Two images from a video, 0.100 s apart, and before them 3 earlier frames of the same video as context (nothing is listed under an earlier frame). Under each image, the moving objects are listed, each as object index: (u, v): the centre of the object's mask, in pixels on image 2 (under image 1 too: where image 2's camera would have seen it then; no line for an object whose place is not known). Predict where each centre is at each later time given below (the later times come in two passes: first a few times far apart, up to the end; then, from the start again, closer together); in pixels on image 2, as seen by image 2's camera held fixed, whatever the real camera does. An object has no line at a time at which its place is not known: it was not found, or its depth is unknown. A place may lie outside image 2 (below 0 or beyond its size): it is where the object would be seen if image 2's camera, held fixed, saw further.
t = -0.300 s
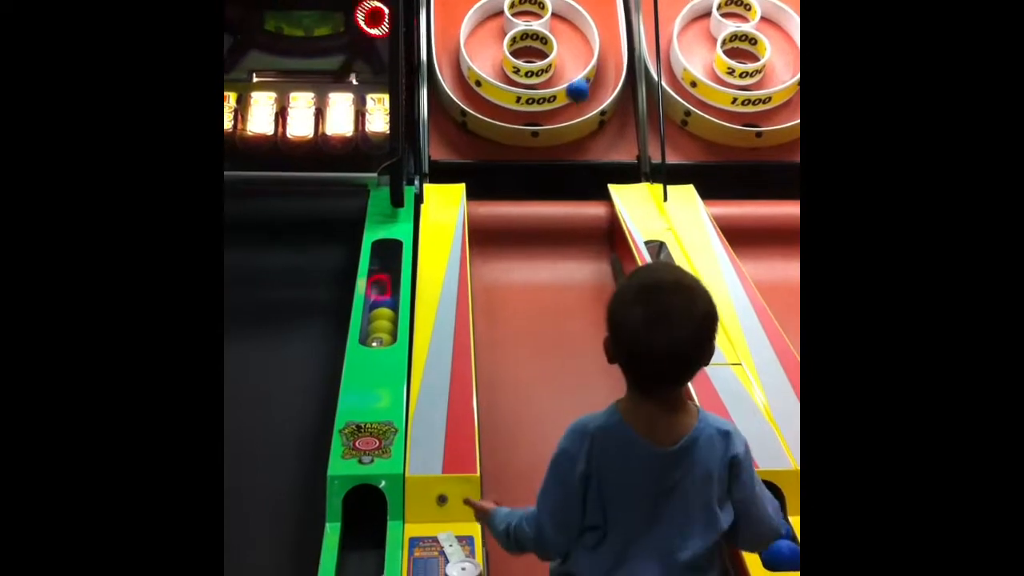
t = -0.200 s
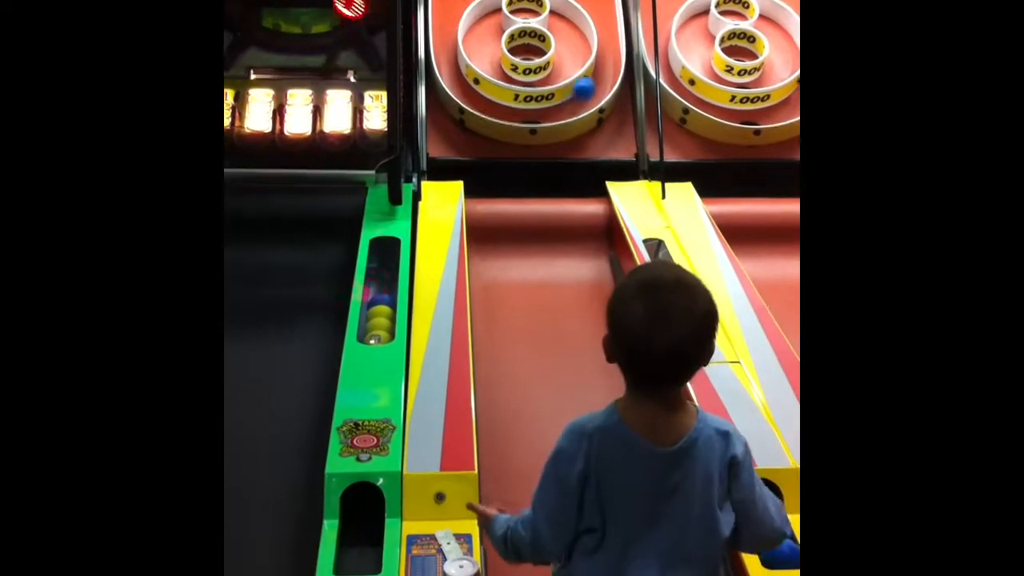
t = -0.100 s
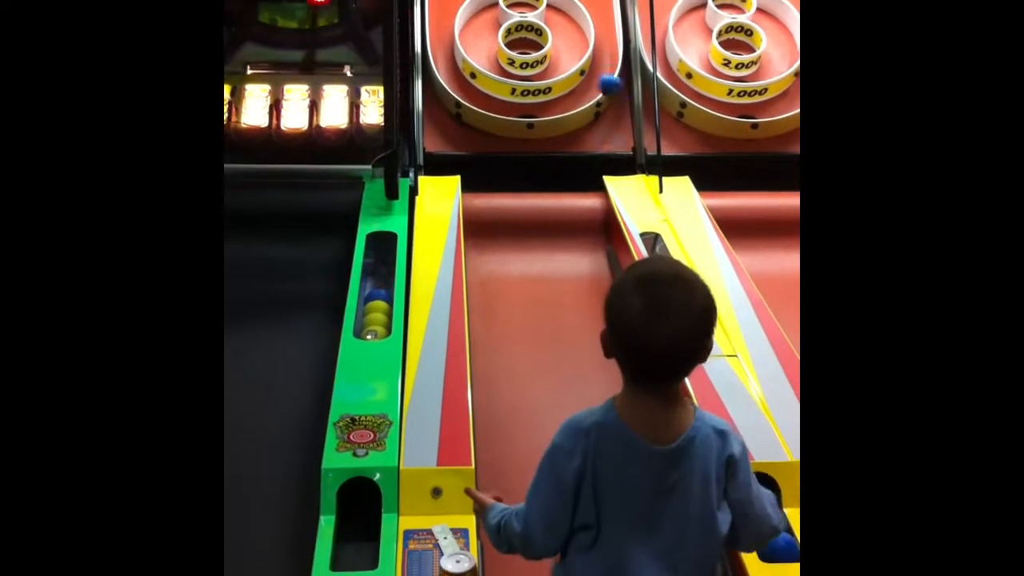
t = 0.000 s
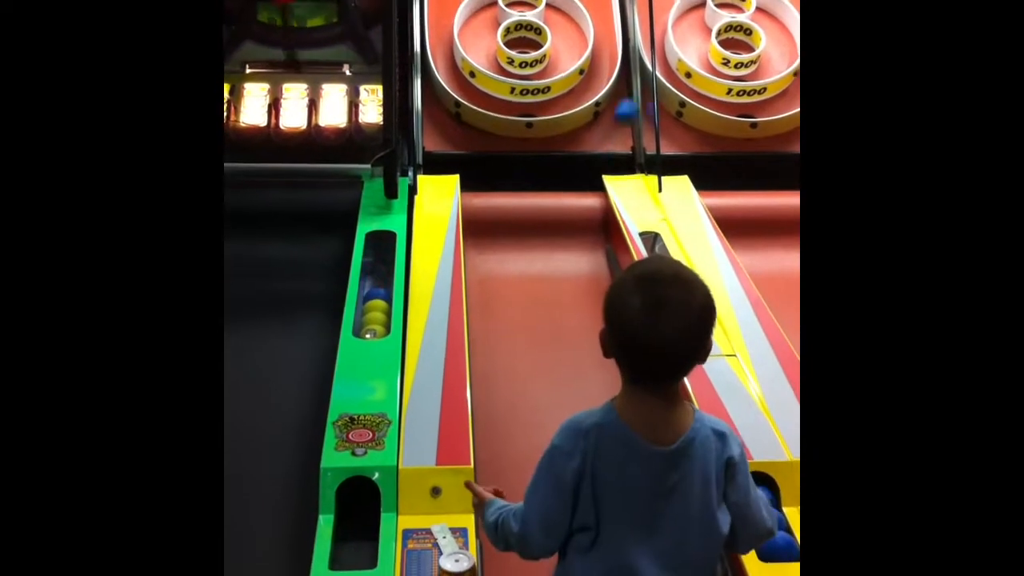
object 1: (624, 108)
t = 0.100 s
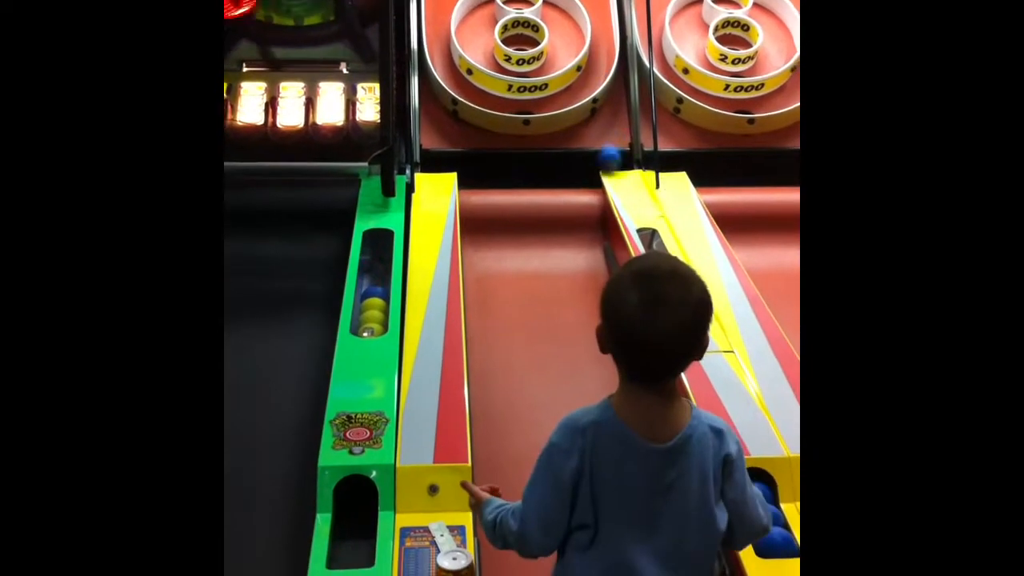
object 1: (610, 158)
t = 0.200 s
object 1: (603, 136)
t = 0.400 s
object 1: (588, 178)
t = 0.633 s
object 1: (575, 279)
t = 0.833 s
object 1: (569, 320)
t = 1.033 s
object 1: (562, 370)
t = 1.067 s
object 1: (560, 379)
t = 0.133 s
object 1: (608, 150)
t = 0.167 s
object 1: (604, 140)
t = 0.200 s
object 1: (603, 136)
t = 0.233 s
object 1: (600, 135)
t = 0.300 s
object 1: (595, 143)
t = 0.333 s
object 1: (593, 152)
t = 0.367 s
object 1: (590, 164)
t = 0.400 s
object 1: (588, 178)
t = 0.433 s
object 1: (584, 198)
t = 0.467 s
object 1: (581, 224)
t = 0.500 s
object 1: (578, 244)
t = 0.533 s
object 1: (577, 257)
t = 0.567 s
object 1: (577, 267)
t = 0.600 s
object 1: (576, 273)
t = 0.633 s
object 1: (575, 279)
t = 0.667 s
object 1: (574, 285)
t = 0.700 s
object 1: (572, 292)
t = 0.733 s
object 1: (572, 299)
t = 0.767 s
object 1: (571, 306)
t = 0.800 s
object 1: (570, 313)
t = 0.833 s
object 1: (569, 320)
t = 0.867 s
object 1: (567, 328)
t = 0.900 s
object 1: (566, 336)
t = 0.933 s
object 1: (565, 344)
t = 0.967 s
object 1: (564, 352)
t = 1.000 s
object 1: (563, 361)
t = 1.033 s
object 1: (562, 370)
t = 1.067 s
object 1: (560, 379)
